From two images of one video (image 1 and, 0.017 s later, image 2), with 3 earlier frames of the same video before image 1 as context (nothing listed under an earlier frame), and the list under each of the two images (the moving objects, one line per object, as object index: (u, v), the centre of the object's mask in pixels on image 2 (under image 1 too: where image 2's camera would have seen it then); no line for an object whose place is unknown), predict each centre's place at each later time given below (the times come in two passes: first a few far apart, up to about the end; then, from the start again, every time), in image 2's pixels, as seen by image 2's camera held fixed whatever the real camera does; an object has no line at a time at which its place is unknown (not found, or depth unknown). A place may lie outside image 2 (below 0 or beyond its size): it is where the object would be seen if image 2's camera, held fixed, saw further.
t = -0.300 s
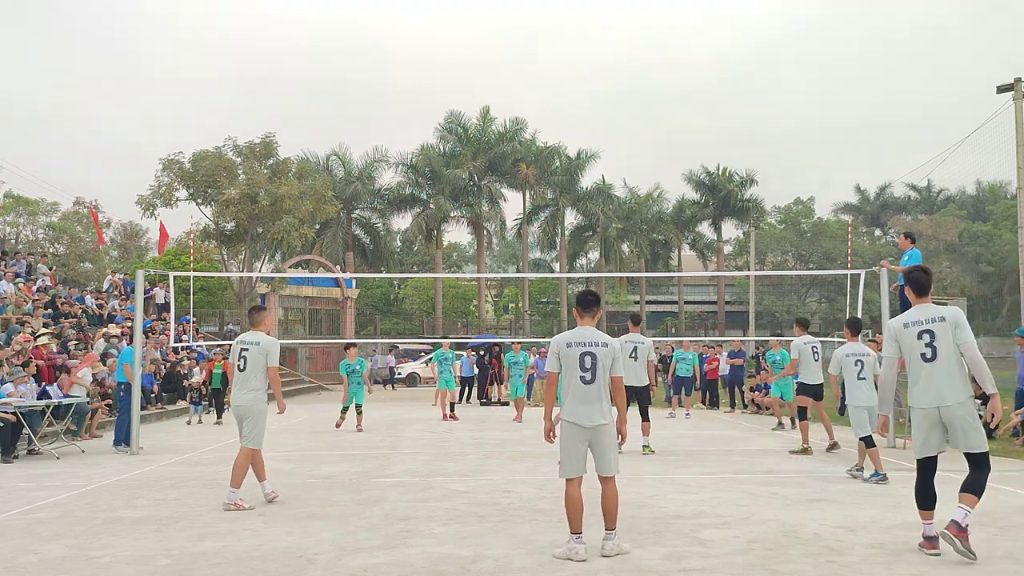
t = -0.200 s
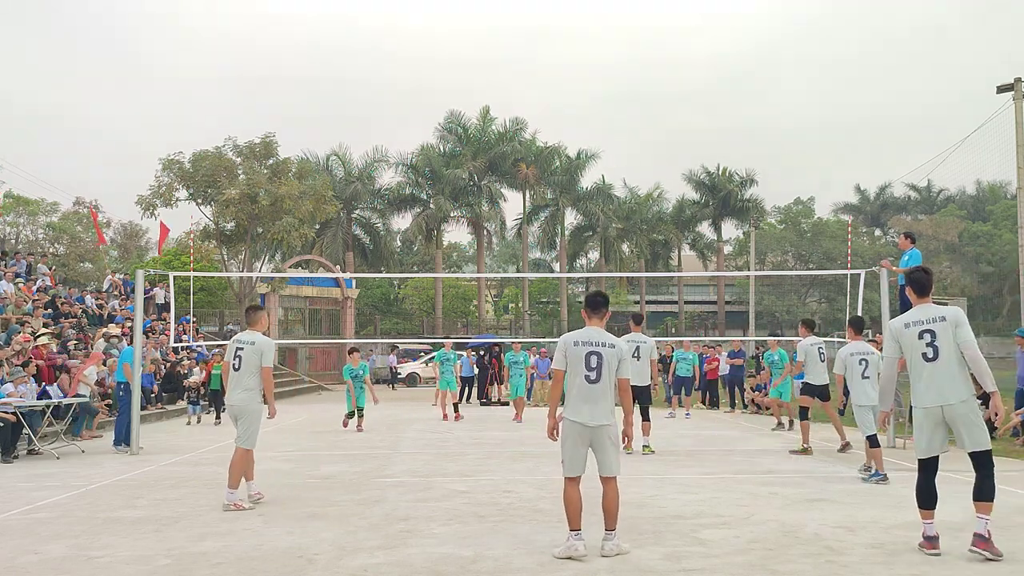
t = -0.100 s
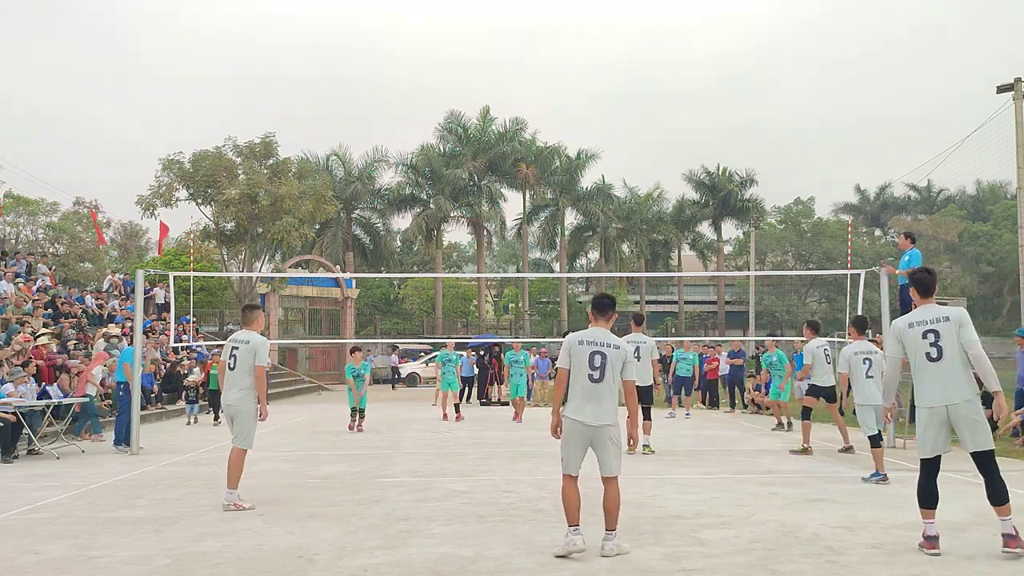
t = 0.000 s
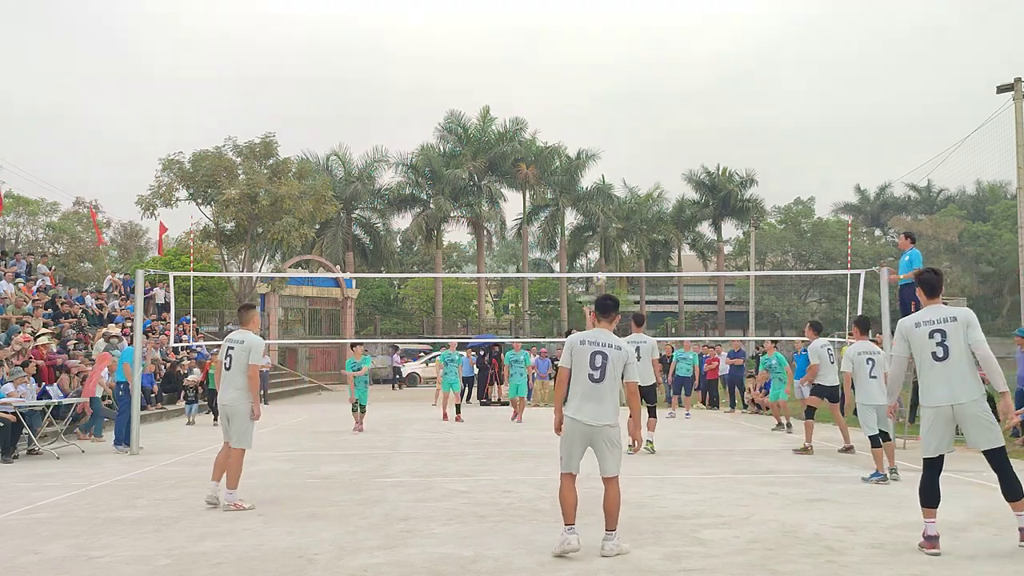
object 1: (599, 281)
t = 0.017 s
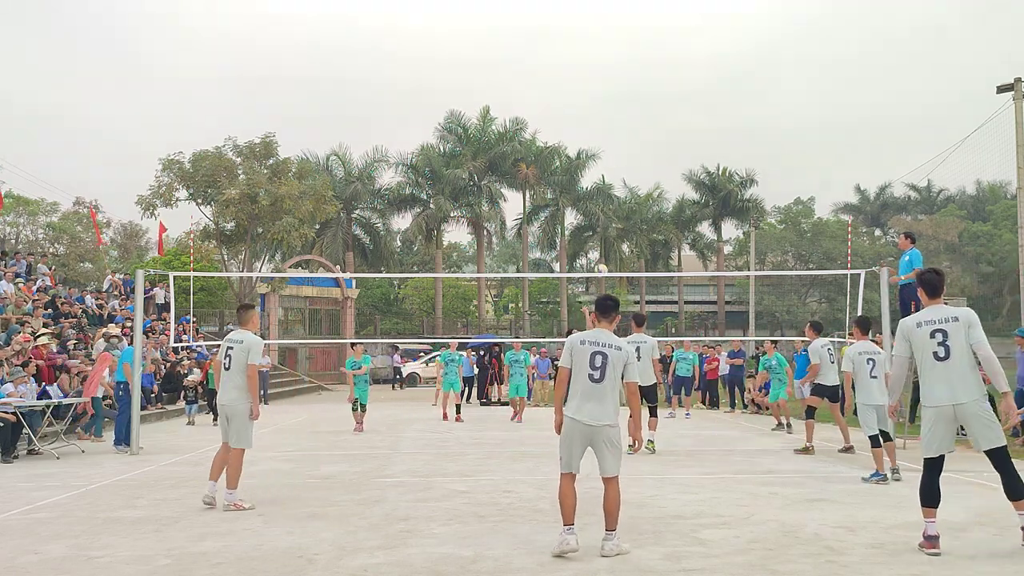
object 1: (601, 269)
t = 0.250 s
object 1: (614, 176)
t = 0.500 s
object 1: (629, 111)
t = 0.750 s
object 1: (645, 83)
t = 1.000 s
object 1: (662, 94)
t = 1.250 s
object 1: (680, 143)
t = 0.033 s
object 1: (602, 263)
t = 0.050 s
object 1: (603, 255)
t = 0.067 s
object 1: (604, 248)
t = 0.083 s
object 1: (604, 240)
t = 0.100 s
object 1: (606, 233)
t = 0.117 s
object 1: (606, 226)
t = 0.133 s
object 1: (607, 219)
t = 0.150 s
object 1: (608, 212)
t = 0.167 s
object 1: (609, 206)
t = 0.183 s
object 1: (609, 198)
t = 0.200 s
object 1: (610, 195)
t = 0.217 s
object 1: (613, 188)
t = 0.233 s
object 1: (614, 181)
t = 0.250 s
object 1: (614, 176)
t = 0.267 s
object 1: (615, 171)
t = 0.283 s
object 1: (616, 165)
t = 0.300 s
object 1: (617, 160)
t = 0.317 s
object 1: (618, 155)
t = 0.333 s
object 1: (619, 150)
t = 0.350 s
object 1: (620, 145)
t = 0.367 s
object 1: (621, 140)
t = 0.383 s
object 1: (622, 136)
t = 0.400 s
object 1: (623, 132)
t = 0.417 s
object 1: (624, 128)
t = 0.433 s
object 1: (625, 125)
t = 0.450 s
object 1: (626, 121)
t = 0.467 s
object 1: (627, 117)
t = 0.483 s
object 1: (628, 114)
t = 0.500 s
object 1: (629, 111)
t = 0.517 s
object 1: (630, 108)
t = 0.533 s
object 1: (631, 105)
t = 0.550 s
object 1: (632, 102)
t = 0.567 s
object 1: (633, 99)
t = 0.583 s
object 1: (634, 97)
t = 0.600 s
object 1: (635, 95)
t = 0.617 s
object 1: (637, 93)
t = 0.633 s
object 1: (638, 91)
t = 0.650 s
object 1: (638, 90)
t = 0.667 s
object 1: (640, 88)
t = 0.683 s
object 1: (641, 87)
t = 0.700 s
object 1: (642, 86)
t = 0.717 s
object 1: (643, 85)
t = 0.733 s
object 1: (644, 84)
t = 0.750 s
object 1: (645, 83)
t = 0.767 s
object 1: (646, 83)
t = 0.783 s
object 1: (647, 82)
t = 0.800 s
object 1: (648, 82)
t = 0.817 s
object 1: (650, 82)
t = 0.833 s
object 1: (651, 82)
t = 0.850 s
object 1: (652, 83)
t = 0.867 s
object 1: (653, 83)
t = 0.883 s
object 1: (654, 84)
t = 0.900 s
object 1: (655, 85)
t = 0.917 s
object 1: (656, 86)
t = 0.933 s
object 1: (657, 87)
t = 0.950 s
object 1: (658, 88)
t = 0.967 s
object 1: (660, 90)
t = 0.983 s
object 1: (661, 92)
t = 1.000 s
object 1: (662, 94)
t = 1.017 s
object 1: (663, 96)
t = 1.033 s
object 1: (665, 98)
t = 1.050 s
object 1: (666, 100)
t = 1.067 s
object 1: (667, 103)
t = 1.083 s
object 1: (668, 106)
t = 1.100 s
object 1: (669, 109)
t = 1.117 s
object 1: (670, 112)
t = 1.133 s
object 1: (672, 115)
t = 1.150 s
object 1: (673, 118)
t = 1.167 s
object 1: (674, 122)
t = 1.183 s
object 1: (676, 125)
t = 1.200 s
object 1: (677, 130)
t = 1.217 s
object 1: (678, 134)
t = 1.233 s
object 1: (679, 138)
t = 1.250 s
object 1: (680, 143)
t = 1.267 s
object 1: (682, 147)
